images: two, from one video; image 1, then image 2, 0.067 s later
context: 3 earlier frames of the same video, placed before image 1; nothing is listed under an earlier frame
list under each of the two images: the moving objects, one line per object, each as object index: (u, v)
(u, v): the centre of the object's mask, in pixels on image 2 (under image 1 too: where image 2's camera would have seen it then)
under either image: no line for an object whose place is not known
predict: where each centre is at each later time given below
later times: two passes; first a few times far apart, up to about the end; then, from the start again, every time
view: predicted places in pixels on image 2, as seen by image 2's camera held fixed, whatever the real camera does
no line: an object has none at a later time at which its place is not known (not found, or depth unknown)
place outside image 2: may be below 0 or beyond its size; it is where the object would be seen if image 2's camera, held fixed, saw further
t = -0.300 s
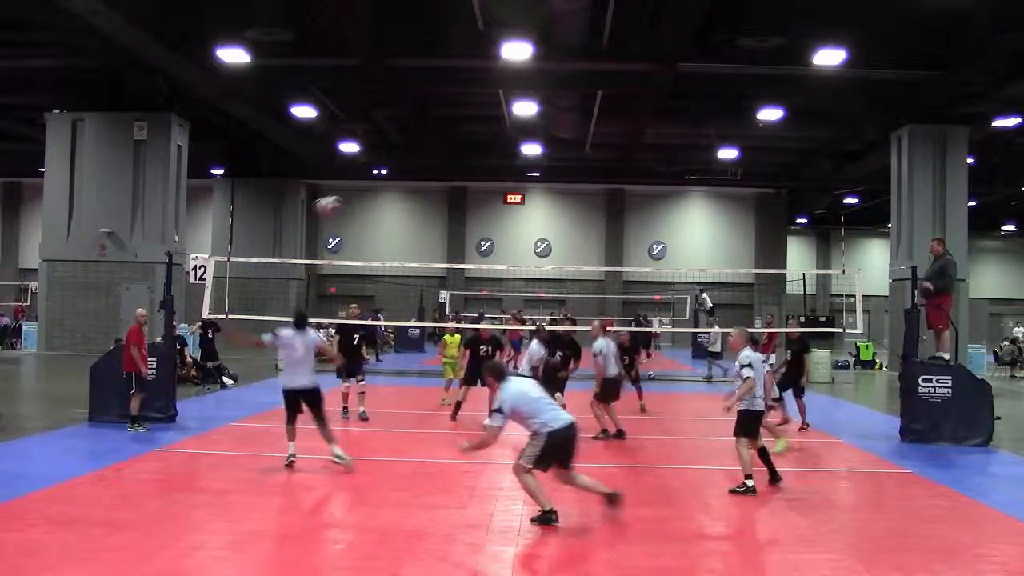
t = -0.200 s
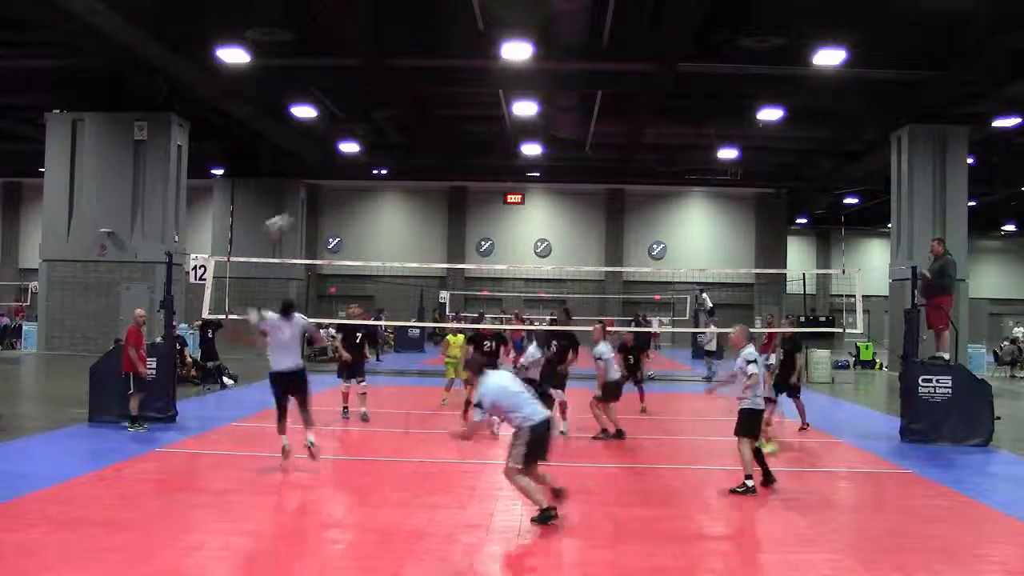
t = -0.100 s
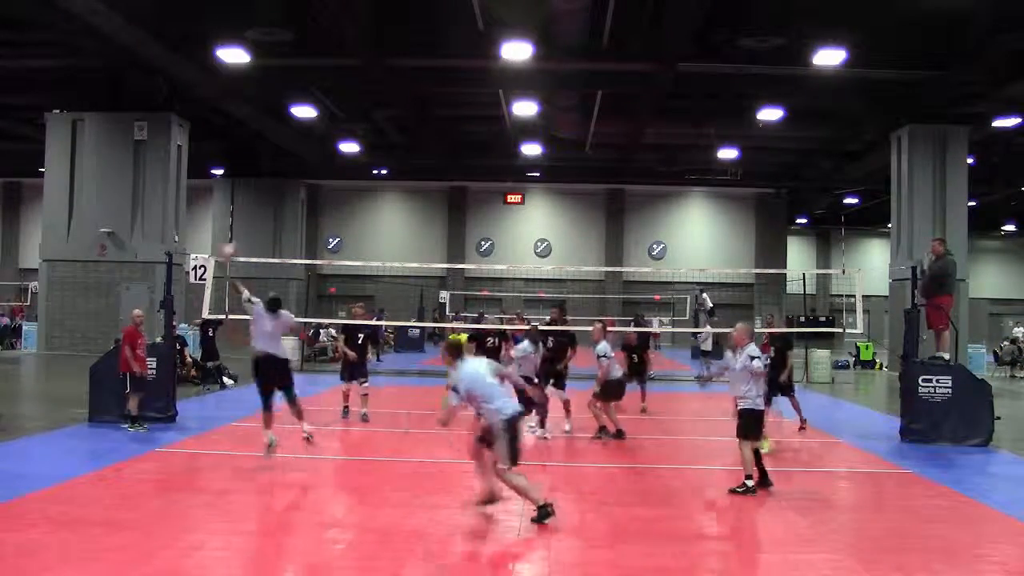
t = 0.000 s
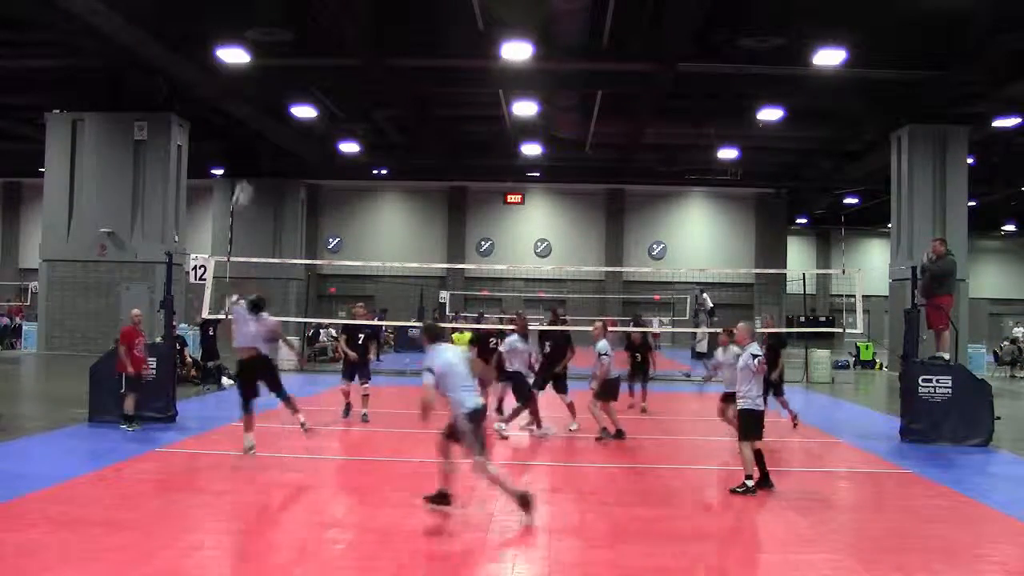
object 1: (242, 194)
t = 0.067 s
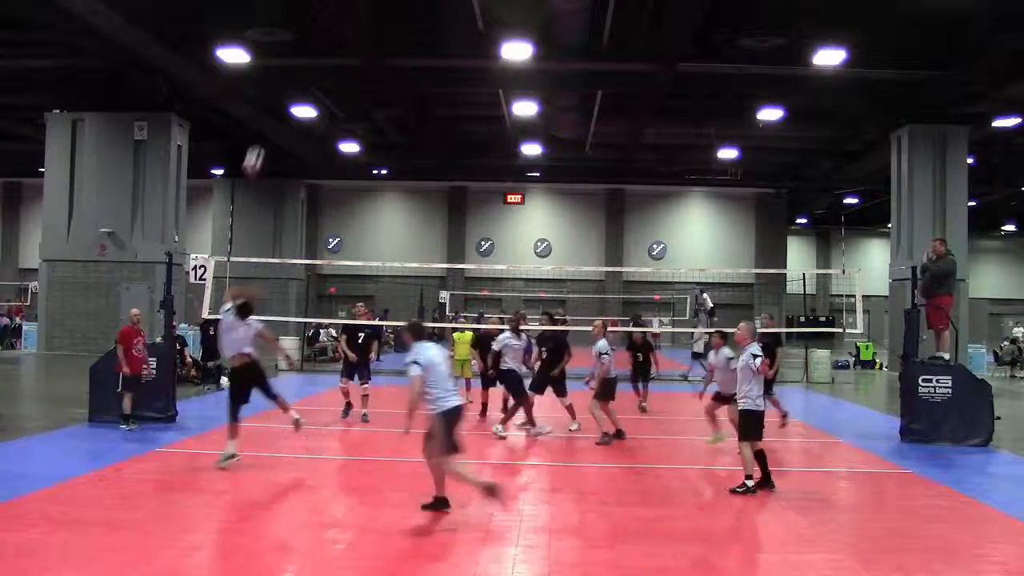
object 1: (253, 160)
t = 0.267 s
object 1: (288, 75)
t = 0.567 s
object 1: (337, 13)
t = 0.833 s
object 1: (378, 26)
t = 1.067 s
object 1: (416, 93)
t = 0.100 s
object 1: (259, 144)
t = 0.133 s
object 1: (265, 128)
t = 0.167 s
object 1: (270, 113)
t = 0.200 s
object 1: (277, 100)
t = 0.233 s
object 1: (282, 87)
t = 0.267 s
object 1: (288, 75)
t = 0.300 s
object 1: (294, 65)
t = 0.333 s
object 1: (299, 55)
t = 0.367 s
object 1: (305, 47)
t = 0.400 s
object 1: (310, 38)
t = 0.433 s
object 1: (316, 31)
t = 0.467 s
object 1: (321, 25)
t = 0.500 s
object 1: (326, 20)
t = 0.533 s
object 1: (332, 16)
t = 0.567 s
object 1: (337, 13)
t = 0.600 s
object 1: (342, 11)
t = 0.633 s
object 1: (347, 10)
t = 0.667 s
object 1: (353, 10)
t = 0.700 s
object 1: (358, 11)
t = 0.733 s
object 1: (362, 13)
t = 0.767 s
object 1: (368, 16)
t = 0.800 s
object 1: (373, 21)
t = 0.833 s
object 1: (378, 26)
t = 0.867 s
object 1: (384, 32)
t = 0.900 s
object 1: (389, 38)
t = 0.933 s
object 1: (394, 47)
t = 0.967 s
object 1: (399, 57)
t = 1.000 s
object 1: (404, 67)
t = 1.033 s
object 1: (410, 80)
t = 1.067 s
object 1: (416, 93)
